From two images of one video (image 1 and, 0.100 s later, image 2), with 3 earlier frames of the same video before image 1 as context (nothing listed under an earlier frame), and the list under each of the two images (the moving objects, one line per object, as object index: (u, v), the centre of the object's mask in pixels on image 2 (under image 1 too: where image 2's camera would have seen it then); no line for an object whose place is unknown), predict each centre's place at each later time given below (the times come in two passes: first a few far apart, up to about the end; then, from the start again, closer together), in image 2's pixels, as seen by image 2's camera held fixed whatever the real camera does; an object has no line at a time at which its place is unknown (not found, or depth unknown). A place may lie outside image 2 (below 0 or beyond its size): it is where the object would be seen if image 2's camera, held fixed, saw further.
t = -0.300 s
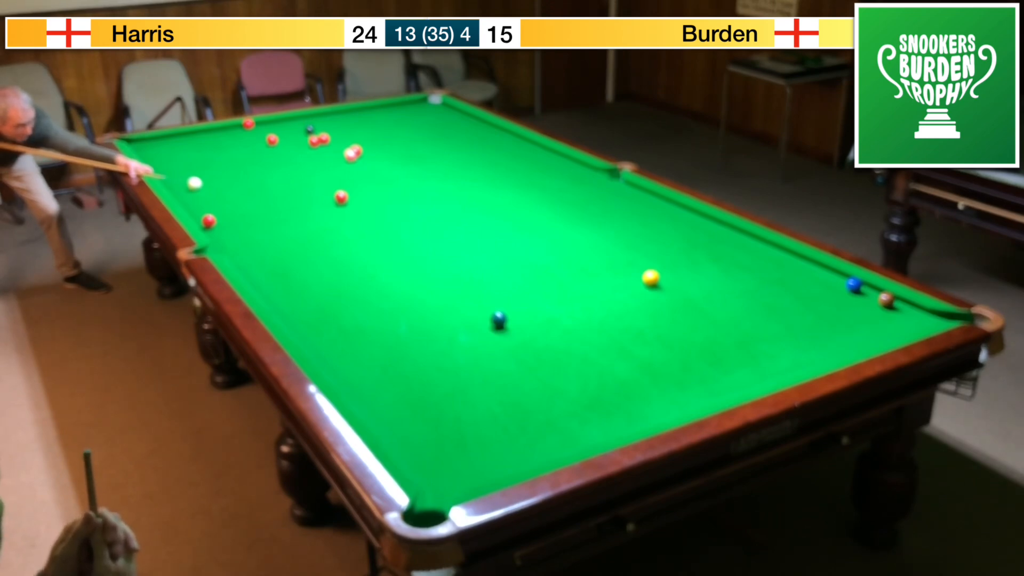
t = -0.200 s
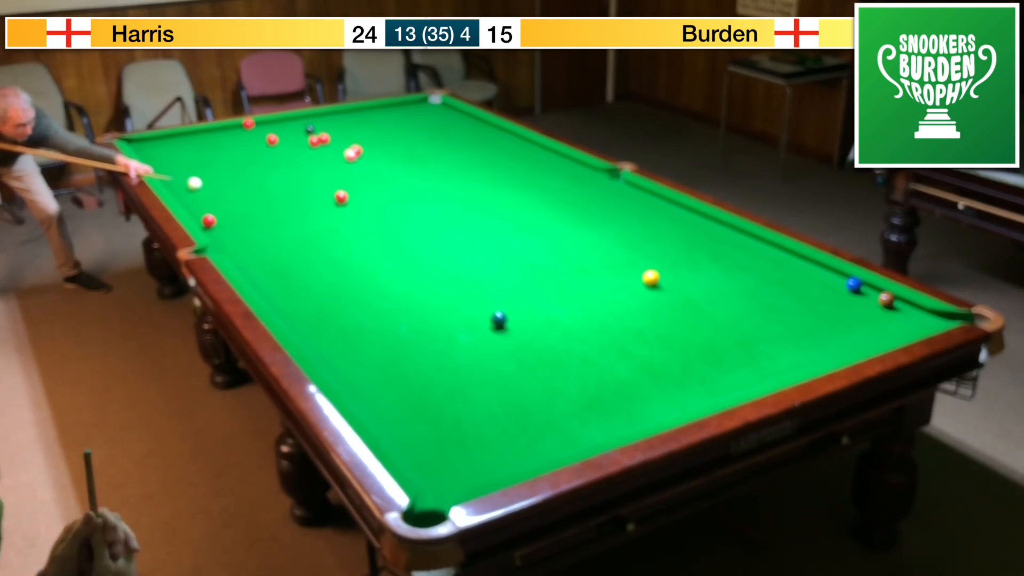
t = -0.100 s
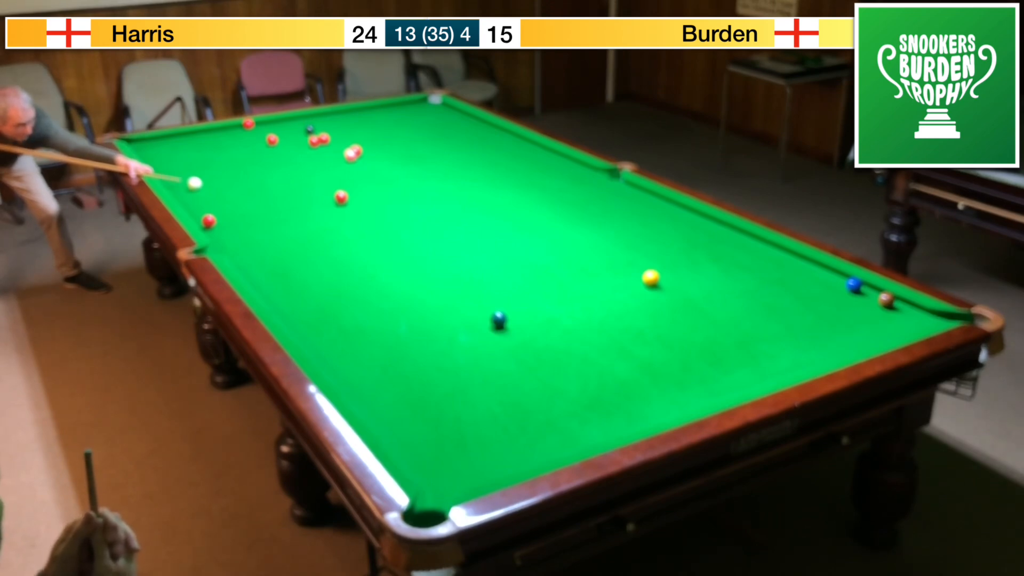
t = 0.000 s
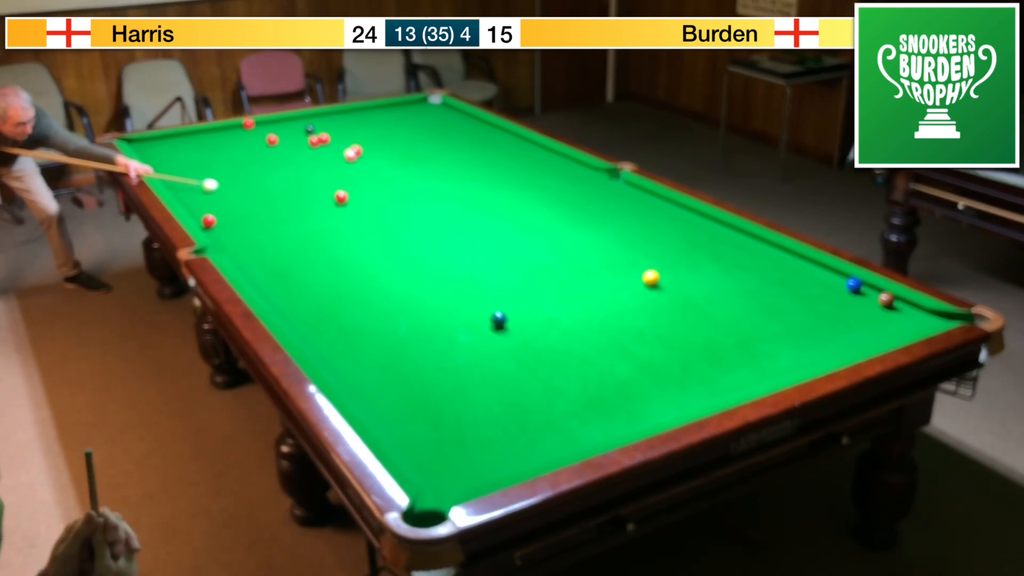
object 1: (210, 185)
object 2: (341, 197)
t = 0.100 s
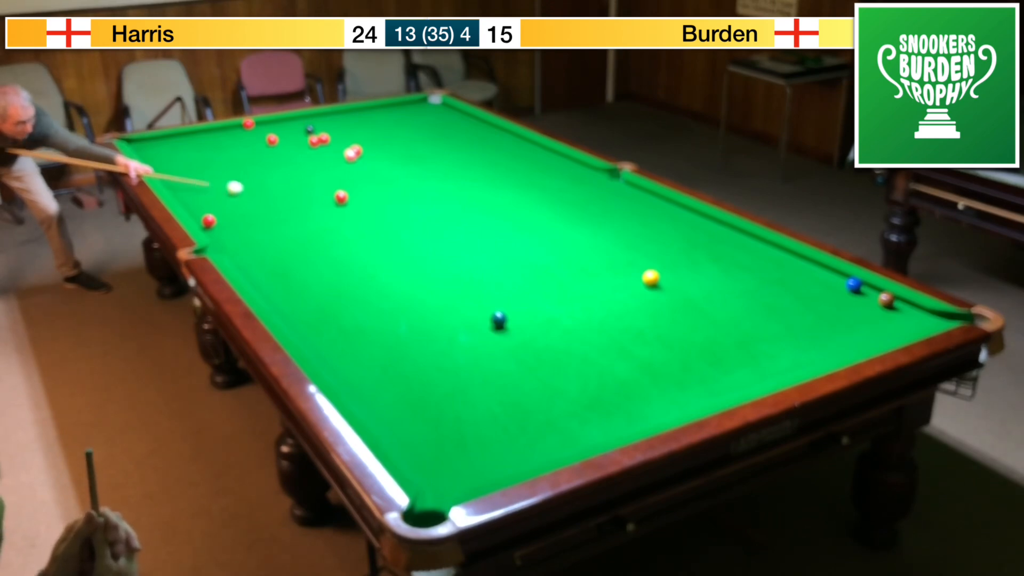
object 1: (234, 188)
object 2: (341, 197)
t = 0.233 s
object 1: (267, 191)
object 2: (341, 197)
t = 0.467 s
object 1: (325, 198)
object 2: (341, 197)
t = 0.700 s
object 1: (347, 209)
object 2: (374, 193)
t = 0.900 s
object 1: (368, 219)
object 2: (398, 190)
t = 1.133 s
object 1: (392, 231)
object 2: (425, 187)
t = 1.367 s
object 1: (416, 244)
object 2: (450, 184)
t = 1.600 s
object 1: (441, 256)
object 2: (473, 181)
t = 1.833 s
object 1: (466, 269)
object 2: (494, 179)
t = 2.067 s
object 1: (493, 281)
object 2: (514, 176)
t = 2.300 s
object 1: (519, 294)
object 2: (532, 174)
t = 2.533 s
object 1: (546, 307)
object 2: (548, 172)
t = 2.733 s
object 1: (568, 318)
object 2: (560, 170)
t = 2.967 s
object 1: (596, 332)
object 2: (573, 168)
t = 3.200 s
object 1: (621, 344)
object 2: (585, 167)
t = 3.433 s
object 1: (646, 357)
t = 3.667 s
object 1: (671, 369)
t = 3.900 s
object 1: (694, 380)
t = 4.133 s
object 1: (716, 389)
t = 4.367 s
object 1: (717, 387)
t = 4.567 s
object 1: (712, 384)
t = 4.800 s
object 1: (706, 378)
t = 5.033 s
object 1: (701, 374)
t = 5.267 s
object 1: (698, 372)
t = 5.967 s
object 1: (689, 364)
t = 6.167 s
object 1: (694, 367)
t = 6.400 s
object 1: (694, 368)
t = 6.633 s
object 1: (694, 368)
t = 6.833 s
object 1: (695, 368)
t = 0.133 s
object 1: (243, 189)
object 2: (341, 197)
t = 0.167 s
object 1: (251, 189)
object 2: (341, 197)
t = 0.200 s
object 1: (259, 190)
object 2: (341, 197)
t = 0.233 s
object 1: (267, 191)
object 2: (341, 197)
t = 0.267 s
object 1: (275, 192)
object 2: (341, 197)
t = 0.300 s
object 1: (284, 193)
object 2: (341, 197)
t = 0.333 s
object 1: (292, 194)
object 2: (341, 197)
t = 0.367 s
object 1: (300, 195)
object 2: (341, 197)
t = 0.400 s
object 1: (308, 196)
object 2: (341, 197)
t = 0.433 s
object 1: (317, 197)
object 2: (341, 197)
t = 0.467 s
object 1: (325, 198)
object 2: (341, 197)
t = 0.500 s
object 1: (330, 200)
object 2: (345, 197)
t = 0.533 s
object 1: (332, 201)
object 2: (351, 196)
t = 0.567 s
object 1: (334, 203)
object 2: (356, 195)
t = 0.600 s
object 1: (338, 205)
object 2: (361, 195)
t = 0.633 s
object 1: (341, 206)
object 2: (366, 194)
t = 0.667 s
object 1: (344, 208)
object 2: (370, 194)
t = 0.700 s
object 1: (347, 209)
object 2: (374, 193)
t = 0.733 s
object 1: (351, 211)
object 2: (378, 193)
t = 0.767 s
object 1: (354, 213)
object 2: (382, 192)
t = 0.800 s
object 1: (358, 214)
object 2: (386, 192)
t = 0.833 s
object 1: (361, 216)
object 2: (390, 191)
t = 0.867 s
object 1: (364, 218)
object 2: (394, 191)
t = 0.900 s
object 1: (368, 219)
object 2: (398, 190)
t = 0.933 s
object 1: (371, 221)
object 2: (402, 190)
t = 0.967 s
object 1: (375, 223)
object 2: (406, 189)
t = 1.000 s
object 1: (378, 225)
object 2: (410, 189)
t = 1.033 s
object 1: (381, 226)
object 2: (414, 188)
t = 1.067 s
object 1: (385, 228)
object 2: (418, 188)
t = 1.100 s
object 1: (388, 230)
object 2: (421, 188)
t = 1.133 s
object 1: (392, 231)
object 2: (425, 187)
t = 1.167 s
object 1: (395, 233)
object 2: (429, 187)
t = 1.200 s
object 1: (398, 235)
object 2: (433, 186)
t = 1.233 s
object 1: (402, 237)
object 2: (436, 186)
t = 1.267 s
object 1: (405, 239)
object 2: (439, 185)
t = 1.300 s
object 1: (409, 240)
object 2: (443, 185)
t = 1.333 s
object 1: (412, 242)
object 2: (447, 185)
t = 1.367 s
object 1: (416, 244)
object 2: (450, 184)
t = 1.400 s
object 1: (419, 246)
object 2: (454, 184)
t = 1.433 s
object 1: (423, 247)
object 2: (457, 183)
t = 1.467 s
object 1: (427, 249)
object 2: (460, 183)
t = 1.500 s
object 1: (430, 251)
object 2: (463, 182)
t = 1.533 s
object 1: (434, 253)
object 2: (467, 182)
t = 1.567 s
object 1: (437, 254)
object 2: (470, 182)
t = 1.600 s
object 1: (441, 256)
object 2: (473, 181)
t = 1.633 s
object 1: (445, 258)
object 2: (476, 181)
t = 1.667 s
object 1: (448, 260)
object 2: (479, 180)
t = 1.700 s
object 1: (452, 262)
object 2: (482, 180)
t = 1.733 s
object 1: (455, 263)
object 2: (485, 180)
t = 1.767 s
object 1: (459, 265)
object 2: (488, 179)
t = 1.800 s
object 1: (463, 267)
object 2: (491, 179)
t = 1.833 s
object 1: (466, 269)
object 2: (494, 179)
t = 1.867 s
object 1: (470, 271)
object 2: (497, 178)
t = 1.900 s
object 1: (474, 272)
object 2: (500, 178)
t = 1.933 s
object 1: (477, 274)
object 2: (503, 178)
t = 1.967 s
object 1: (481, 276)
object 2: (506, 177)
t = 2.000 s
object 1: (485, 278)
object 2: (508, 177)
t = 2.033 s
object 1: (489, 280)
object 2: (511, 177)
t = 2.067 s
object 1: (493, 281)
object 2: (514, 176)
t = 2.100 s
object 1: (496, 283)
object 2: (516, 176)
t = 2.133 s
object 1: (500, 285)
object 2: (519, 176)
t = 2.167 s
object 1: (504, 287)
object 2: (521, 175)
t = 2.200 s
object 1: (507, 289)
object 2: (524, 175)
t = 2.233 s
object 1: (511, 290)
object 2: (527, 175)
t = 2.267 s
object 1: (515, 293)
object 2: (529, 174)
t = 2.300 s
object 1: (519, 294)
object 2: (532, 174)
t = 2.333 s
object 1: (523, 296)
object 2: (534, 174)
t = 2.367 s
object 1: (526, 298)
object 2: (536, 173)
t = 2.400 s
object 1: (530, 300)
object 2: (539, 173)
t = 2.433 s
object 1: (534, 302)
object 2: (541, 173)
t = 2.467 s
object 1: (538, 303)
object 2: (543, 172)
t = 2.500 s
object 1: (542, 305)
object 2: (545, 172)
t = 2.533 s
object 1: (546, 307)
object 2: (548, 172)
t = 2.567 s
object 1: (549, 310)
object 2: (550, 172)
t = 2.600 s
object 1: (553, 311)
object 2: (552, 171)
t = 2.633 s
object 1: (557, 313)
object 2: (554, 171)
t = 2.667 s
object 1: (561, 314)
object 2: (556, 171)
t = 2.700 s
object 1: (565, 317)
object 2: (558, 170)
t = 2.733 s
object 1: (568, 318)
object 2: (560, 170)
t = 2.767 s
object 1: (572, 320)
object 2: (562, 170)
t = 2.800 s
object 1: (576, 322)
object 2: (564, 170)
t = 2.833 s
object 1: (580, 324)
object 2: (566, 169)
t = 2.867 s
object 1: (584, 326)
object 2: (568, 169)
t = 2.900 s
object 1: (588, 328)
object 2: (570, 169)
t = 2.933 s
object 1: (592, 330)
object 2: (571, 169)
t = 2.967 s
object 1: (596, 332)
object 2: (573, 168)
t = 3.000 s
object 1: (599, 334)
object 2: (575, 168)
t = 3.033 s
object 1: (603, 335)
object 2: (577, 168)
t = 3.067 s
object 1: (606, 337)
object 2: (578, 167)
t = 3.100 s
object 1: (610, 339)
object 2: (580, 167)
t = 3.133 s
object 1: (614, 341)
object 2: (582, 167)
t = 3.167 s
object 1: (617, 342)
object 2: (583, 167)
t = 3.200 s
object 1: (621, 344)
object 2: (585, 167)
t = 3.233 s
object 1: (625, 346)
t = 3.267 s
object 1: (629, 348)
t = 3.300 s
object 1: (632, 350)
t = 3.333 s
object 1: (636, 351)
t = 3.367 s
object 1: (639, 353)
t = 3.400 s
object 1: (643, 355)
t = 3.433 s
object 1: (646, 357)
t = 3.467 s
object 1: (650, 358)
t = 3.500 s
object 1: (653, 360)
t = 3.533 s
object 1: (657, 362)
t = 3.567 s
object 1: (661, 364)
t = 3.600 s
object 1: (664, 365)
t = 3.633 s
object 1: (668, 367)
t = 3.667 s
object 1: (671, 369)
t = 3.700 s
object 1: (674, 370)
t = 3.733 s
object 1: (678, 372)
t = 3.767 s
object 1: (681, 373)
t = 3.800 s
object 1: (684, 375)
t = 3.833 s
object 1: (688, 377)
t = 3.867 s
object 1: (691, 378)
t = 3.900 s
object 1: (694, 380)
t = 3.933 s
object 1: (697, 381)
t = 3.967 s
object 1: (701, 383)
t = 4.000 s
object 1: (704, 385)
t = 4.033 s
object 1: (707, 386)
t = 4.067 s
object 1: (710, 388)
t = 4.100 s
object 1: (713, 388)
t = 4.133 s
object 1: (716, 389)
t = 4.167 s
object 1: (719, 389)
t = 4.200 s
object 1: (722, 390)
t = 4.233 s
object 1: (722, 390)
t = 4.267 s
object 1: (720, 389)
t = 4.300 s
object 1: (719, 389)
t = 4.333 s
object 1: (718, 388)
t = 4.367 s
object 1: (717, 387)
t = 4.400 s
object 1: (716, 387)
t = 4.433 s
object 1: (715, 387)
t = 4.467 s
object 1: (714, 386)
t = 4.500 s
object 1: (714, 386)
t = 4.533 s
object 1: (713, 385)
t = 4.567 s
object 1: (712, 384)
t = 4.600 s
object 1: (711, 384)
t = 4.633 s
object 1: (710, 383)
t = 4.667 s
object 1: (709, 381)
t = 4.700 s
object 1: (708, 380)
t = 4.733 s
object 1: (708, 379)
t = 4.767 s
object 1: (707, 379)
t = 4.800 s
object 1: (706, 378)
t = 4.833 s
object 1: (705, 378)
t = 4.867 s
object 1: (704, 377)
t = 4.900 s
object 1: (704, 376)
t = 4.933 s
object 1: (703, 376)
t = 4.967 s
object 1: (702, 375)
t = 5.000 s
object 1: (702, 374)
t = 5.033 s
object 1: (701, 374)
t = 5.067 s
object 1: (700, 373)
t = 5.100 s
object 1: (700, 373)
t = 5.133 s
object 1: (699, 372)
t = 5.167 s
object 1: (699, 372)
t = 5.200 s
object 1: (699, 372)
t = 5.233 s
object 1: (698, 372)
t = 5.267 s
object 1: (698, 372)
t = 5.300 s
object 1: (699, 372)
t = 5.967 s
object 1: (689, 364)
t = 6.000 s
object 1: (691, 364)
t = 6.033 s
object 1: (692, 366)
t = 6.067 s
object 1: (693, 367)
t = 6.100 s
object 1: (694, 368)
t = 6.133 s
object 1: (694, 368)
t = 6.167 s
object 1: (694, 367)
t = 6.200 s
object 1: (694, 368)
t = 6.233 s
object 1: (694, 367)
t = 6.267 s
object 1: (694, 368)
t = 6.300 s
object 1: (695, 368)
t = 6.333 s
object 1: (694, 368)
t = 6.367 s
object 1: (695, 368)
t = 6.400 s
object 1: (694, 368)
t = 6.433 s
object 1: (695, 368)
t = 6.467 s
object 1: (694, 368)
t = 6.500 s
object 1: (695, 368)
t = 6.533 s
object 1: (695, 368)
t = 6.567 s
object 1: (695, 368)
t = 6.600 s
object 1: (694, 368)
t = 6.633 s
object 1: (694, 368)
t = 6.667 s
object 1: (694, 368)
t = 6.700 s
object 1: (695, 368)
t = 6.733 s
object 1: (695, 368)
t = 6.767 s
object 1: (694, 368)
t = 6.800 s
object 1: (695, 368)
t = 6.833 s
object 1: (695, 368)
